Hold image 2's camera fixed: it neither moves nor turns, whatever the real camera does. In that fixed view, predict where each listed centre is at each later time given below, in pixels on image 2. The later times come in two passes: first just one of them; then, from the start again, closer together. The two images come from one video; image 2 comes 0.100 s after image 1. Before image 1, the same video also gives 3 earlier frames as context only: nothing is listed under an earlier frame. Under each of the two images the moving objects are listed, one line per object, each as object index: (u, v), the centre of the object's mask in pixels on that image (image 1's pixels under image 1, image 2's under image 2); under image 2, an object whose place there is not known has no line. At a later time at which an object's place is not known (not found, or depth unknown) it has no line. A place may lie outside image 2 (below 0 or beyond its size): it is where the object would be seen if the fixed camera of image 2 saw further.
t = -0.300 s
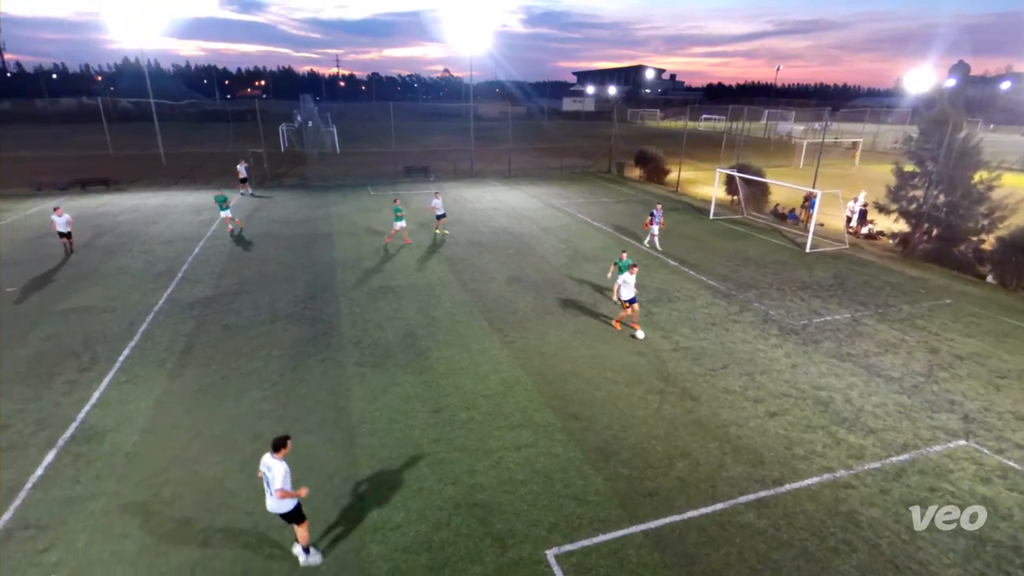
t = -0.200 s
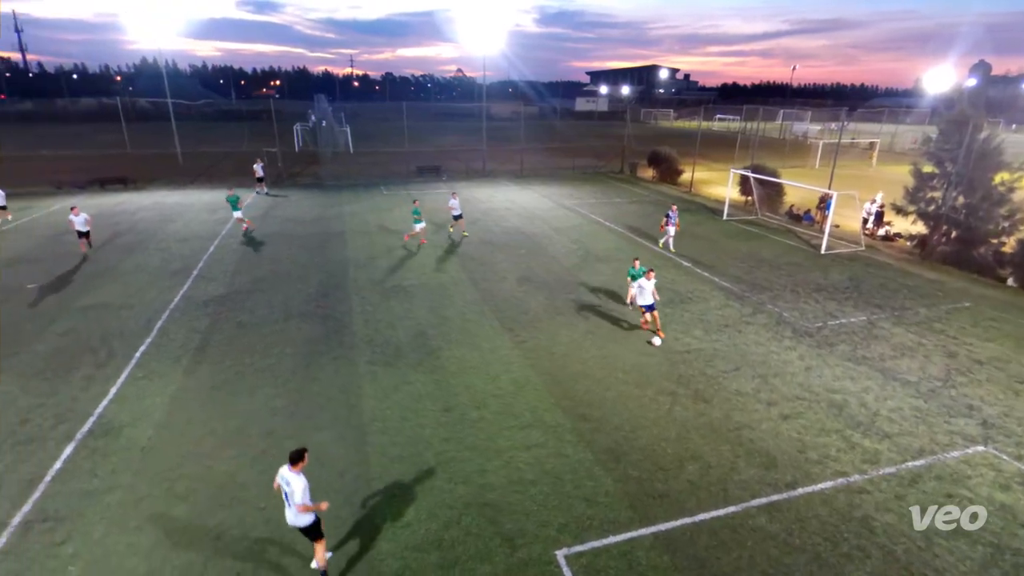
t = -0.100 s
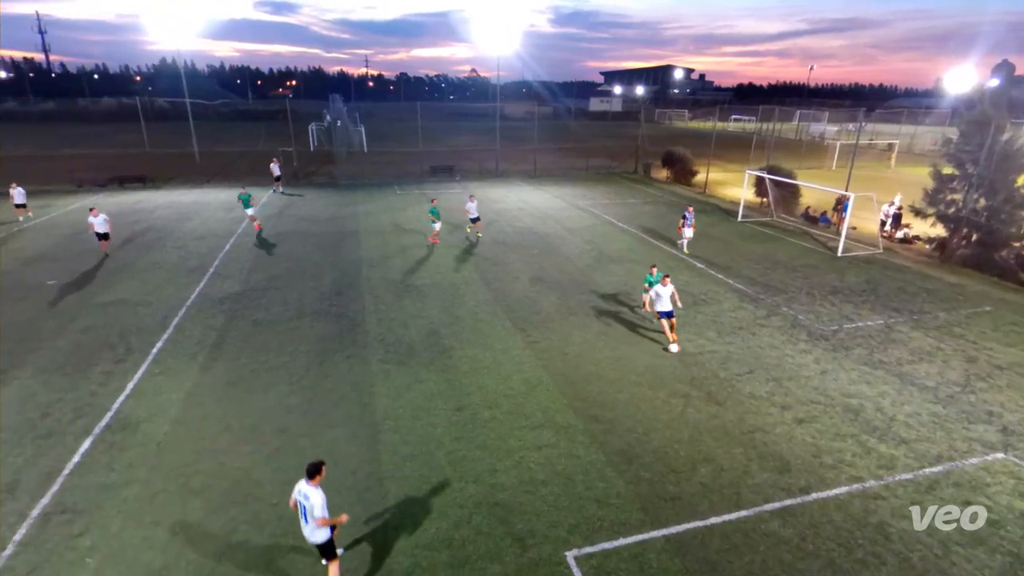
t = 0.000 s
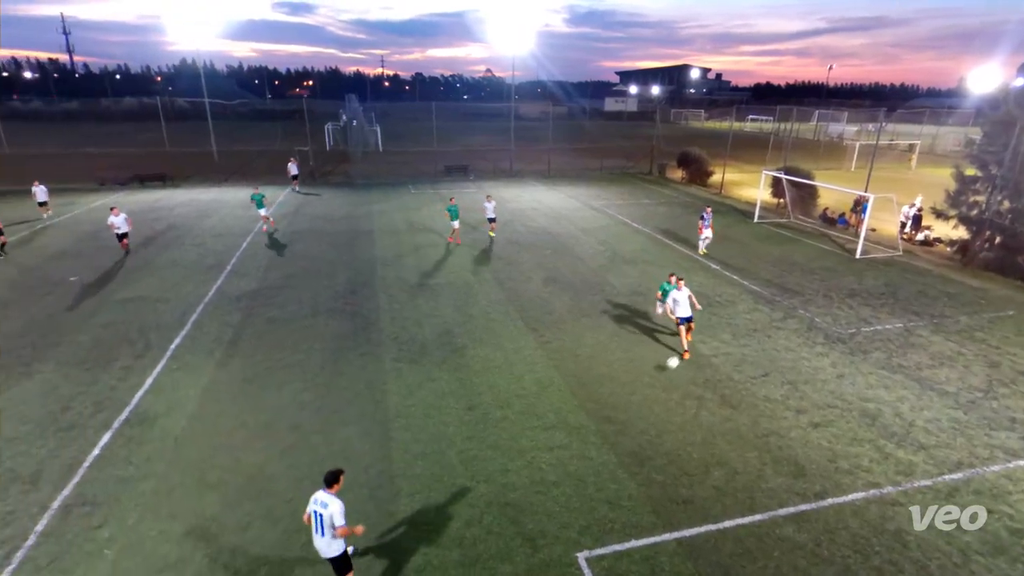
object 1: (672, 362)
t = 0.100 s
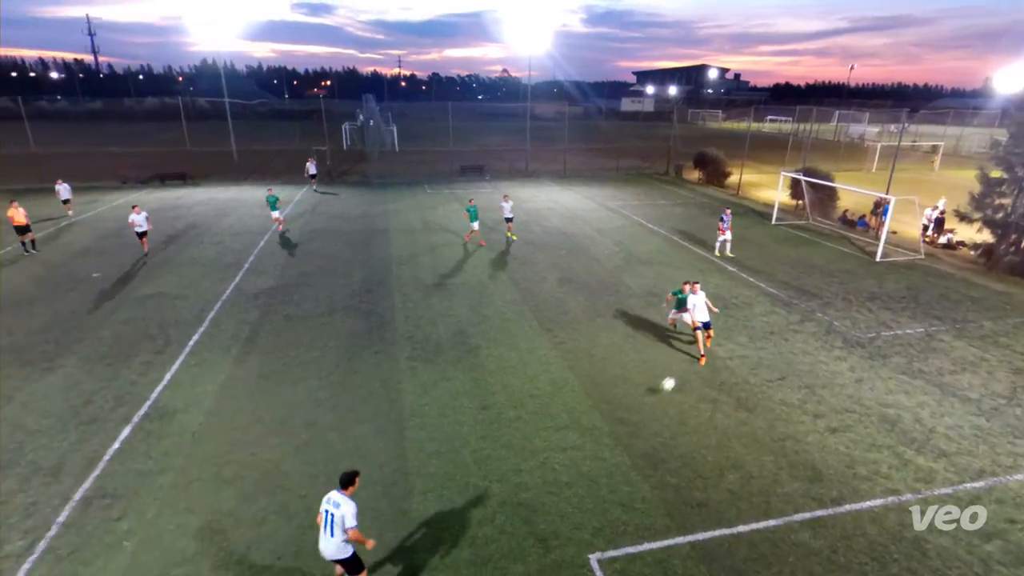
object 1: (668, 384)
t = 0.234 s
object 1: (635, 422)
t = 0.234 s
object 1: (635, 422)
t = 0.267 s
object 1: (627, 434)
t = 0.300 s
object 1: (619, 442)
